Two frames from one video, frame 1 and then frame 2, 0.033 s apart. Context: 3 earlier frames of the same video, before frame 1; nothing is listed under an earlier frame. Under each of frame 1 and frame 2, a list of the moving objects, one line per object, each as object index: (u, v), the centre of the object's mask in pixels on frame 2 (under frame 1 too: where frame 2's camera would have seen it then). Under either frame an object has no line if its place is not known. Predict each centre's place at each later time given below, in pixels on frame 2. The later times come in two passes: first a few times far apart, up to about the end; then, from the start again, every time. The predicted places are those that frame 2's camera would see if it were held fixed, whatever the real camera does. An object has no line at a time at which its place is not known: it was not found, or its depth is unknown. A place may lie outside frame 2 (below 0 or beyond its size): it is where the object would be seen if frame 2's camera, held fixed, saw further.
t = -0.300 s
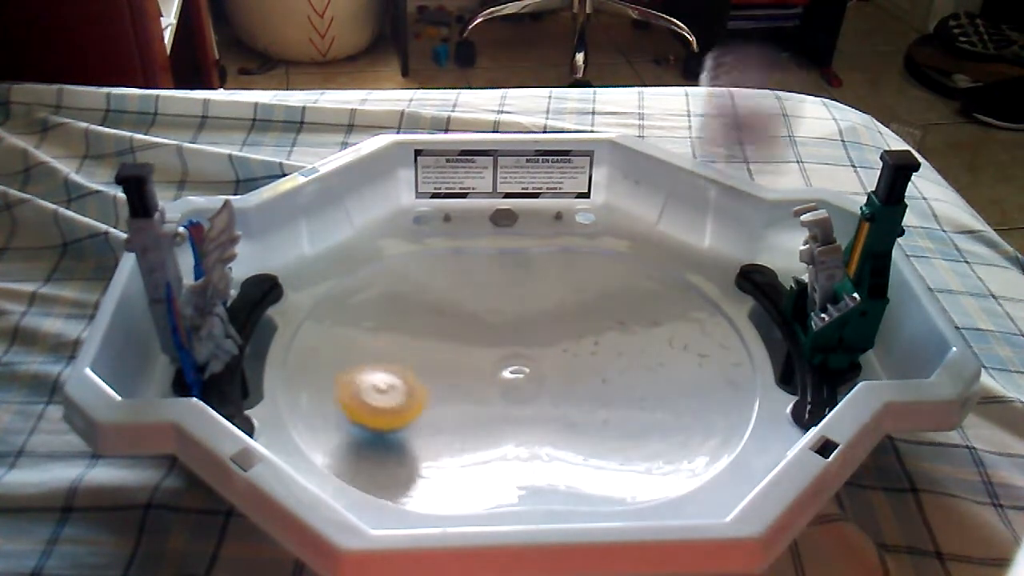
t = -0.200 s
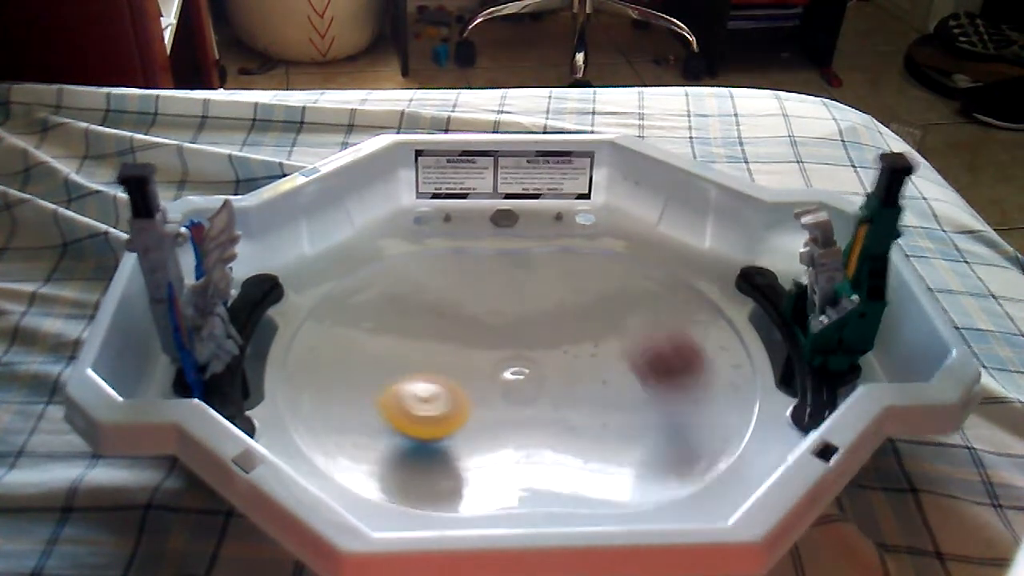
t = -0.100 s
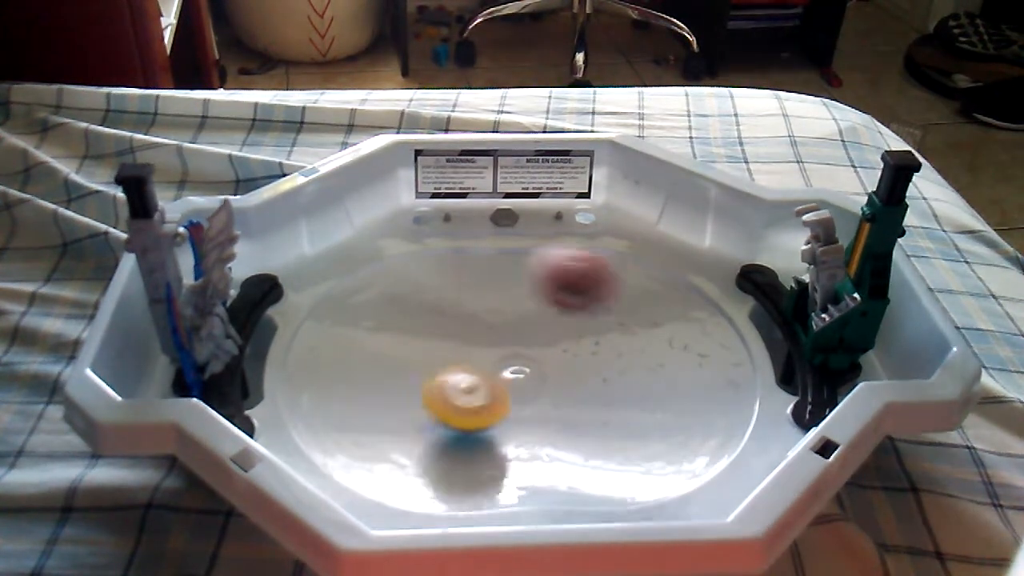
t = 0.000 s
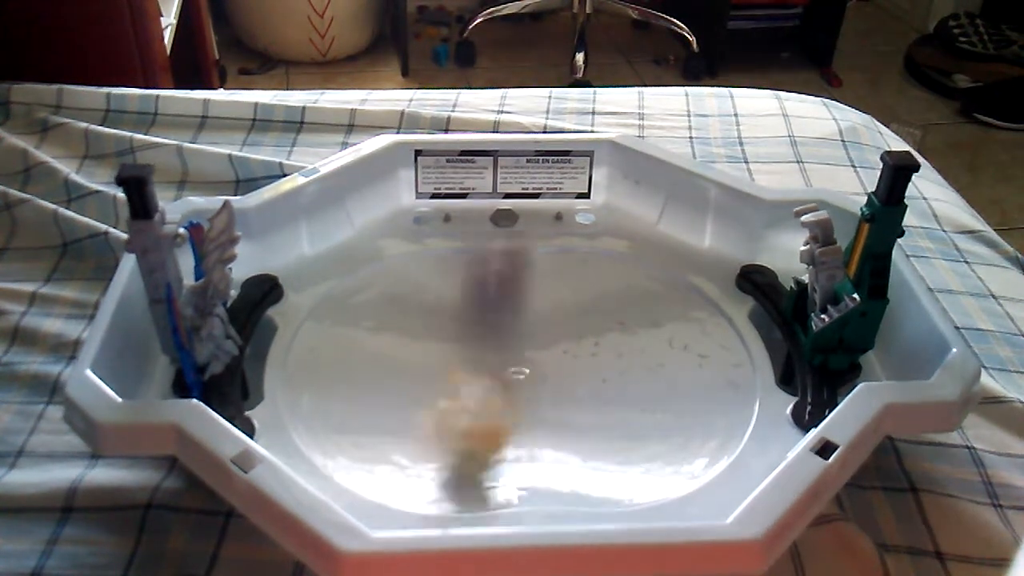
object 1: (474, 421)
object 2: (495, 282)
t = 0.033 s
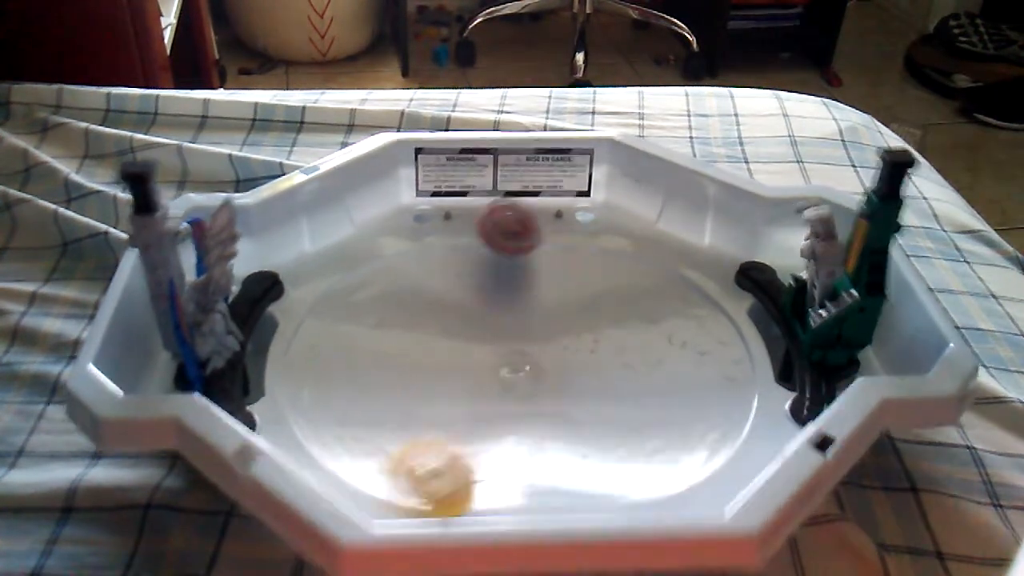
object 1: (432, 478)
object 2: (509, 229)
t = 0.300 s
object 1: (280, 376)
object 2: (590, 404)
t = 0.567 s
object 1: (378, 286)
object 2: (625, 443)
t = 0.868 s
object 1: (418, 252)
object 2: (612, 293)
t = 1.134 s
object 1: (442, 278)
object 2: (592, 267)
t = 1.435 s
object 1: (550, 308)
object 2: (597, 368)
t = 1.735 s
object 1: (654, 318)
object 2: (665, 424)
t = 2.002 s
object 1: (660, 331)
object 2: (639, 392)
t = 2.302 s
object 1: (622, 376)
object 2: (502, 406)
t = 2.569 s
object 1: (579, 417)
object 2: (446, 425)
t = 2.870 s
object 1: (545, 428)
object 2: (459, 453)
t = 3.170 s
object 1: (472, 375)
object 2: (481, 462)
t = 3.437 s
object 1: (395, 324)
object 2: (426, 416)
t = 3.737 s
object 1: (371, 329)
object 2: (309, 396)
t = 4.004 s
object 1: (437, 312)
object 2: (384, 417)
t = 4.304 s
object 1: (489, 304)
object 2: (379, 398)
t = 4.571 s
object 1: (545, 323)
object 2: (370, 348)
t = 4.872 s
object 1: (594, 365)
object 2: (389, 343)
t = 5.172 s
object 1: (605, 395)
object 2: (445, 294)
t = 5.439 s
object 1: (555, 402)
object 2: (434, 327)
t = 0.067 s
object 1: (393, 465)
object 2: (518, 231)
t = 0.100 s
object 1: (362, 423)
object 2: (526, 242)
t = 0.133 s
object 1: (335, 402)
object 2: (540, 274)
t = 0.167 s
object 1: (304, 393)
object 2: (550, 316)
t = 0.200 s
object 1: (277, 400)
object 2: (561, 335)
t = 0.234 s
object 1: (265, 391)
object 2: (571, 363)
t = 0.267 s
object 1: (272, 375)
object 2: (581, 384)
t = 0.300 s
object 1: (280, 376)
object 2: (590, 404)
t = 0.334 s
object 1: (290, 370)
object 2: (597, 421)
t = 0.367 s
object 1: (303, 354)
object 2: (604, 436)
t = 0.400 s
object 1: (317, 344)
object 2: (610, 452)
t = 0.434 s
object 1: (333, 327)
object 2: (616, 457)
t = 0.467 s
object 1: (345, 314)
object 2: (620, 458)
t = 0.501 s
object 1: (358, 304)
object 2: (622, 457)
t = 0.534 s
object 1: (368, 295)
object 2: (623, 452)
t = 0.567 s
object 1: (378, 286)
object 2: (625, 443)
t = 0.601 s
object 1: (386, 278)
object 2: (625, 429)
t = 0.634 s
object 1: (393, 272)
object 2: (624, 411)
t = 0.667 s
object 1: (398, 266)
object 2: (624, 395)
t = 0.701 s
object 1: (404, 260)
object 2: (622, 378)
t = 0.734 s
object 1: (408, 257)
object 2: (621, 363)
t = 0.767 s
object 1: (411, 254)
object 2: (618, 344)
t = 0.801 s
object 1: (414, 253)
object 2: (615, 327)
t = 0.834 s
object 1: (416, 252)
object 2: (613, 309)
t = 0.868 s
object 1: (418, 252)
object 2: (612, 293)
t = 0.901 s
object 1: (420, 253)
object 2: (612, 278)
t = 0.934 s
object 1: (422, 254)
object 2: (611, 264)
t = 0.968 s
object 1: (424, 257)
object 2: (612, 250)
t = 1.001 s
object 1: (426, 260)
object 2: (613, 238)
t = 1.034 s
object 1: (429, 264)
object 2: (610, 239)
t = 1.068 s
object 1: (433, 269)
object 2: (604, 248)
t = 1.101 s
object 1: (437, 274)
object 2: (597, 257)
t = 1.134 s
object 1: (442, 278)
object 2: (592, 267)
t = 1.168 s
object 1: (450, 282)
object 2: (587, 276)
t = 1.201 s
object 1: (459, 287)
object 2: (583, 287)
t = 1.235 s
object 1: (469, 290)
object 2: (581, 298)
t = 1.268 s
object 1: (481, 294)
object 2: (579, 309)
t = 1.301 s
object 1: (494, 297)
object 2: (579, 321)
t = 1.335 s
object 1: (508, 300)
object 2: (582, 332)
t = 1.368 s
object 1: (523, 303)
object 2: (584, 342)
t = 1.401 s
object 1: (537, 305)
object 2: (590, 355)
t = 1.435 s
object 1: (550, 308)
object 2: (597, 368)
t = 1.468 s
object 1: (563, 311)
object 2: (606, 379)
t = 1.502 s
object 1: (578, 314)
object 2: (615, 390)
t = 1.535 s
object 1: (591, 315)
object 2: (625, 399)
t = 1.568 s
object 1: (605, 316)
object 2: (635, 407)
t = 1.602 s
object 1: (618, 316)
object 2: (643, 413)
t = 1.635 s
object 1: (628, 316)
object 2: (650, 419)
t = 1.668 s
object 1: (639, 317)
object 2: (656, 422)
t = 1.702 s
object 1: (647, 318)
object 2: (661, 423)
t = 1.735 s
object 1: (654, 318)
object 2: (665, 424)
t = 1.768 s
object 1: (660, 319)
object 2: (667, 423)
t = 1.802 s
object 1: (662, 320)
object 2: (667, 420)
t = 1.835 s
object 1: (666, 321)
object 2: (666, 417)
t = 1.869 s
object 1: (668, 322)
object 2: (663, 413)
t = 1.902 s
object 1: (668, 324)
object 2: (659, 408)
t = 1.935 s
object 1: (666, 328)
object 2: (653, 401)
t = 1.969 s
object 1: (663, 330)
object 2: (647, 396)
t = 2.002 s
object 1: (660, 331)
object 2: (639, 392)
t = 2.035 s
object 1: (657, 333)
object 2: (627, 388)
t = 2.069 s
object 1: (656, 336)
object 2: (611, 388)
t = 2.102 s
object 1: (655, 341)
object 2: (593, 390)
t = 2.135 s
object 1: (652, 345)
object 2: (576, 391)
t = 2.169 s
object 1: (648, 351)
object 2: (558, 393)
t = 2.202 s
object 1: (641, 357)
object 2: (541, 395)
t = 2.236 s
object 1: (634, 364)
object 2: (527, 397)
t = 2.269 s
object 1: (628, 371)
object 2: (514, 400)
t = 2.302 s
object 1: (622, 376)
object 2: (502, 406)
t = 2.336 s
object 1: (615, 381)
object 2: (492, 408)
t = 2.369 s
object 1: (610, 388)
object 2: (482, 408)
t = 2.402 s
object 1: (604, 394)
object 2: (472, 412)
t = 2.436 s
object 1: (599, 400)
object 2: (464, 414)
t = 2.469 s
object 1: (594, 405)
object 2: (458, 417)
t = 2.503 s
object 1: (588, 409)
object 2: (452, 420)
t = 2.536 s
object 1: (584, 413)
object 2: (448, 423)
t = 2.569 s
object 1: (579, 417)
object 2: (446, 425)
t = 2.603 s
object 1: (573, 420)
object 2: (444, 429)
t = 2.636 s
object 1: (569, 423)
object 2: (443, 433)
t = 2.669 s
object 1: (566, 425)
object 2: (443, 435)
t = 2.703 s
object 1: (564, 426)
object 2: (445, 439)
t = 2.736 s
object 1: (560, 429)
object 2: (447, 442)
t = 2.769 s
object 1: (556, 430)
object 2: (449, 445)
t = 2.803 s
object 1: (553, 430)
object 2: (452, 448)
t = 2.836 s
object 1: (549, 429)
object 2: (455, 451)
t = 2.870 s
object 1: (545, 428)
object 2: (459, 453)
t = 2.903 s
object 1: (541, 427)
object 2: (462, 456)
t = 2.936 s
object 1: (535, 424)
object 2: (466, 457)
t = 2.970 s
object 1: (528, 420)
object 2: (468, 460)
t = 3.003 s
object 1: (519, 413)
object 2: (468, 464)
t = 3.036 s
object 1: (511, 406)
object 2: (468, 467)
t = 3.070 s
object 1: (502, 398)
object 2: (469, 469)
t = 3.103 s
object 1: (492, 389)
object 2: (472, 468)
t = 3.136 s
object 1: (483, 382)
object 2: (476, 466)
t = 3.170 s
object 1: (472, 375)
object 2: (481, 462)
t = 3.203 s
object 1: (461, 367)
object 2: (484, 458)
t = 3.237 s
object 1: (449, 358)
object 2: (486, 453)
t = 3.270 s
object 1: (438, 351)
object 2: (484, 448)
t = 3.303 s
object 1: (428, 344)
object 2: (477, 441)
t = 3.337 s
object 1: (420, 337)
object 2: (468, 435)
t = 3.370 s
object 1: (411, 331)
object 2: (456, 428)
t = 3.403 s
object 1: (403, 328)
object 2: (442, 422)
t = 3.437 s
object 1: (395, 324)
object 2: (426, 416)
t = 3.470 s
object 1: (389, 321)
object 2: (410, 411)
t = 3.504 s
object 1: (383, 321)
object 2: (394, 405)
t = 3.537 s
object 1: (376, 319)
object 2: (377, 402)
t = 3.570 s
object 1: (372, 318)
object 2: (362, 398)
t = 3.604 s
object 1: (369, 318)
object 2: (346, 396)
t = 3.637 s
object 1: (367, 321)
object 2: (331, 395)
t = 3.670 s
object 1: (368, 322)
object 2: (317, 396)
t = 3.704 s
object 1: (368, 325)
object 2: (304, 396)
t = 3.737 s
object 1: (371, 329)
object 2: (309, 396)
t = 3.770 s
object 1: (374, 332)
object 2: (324, 396)
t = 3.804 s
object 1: (378, 334)
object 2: (340, 394)
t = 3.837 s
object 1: (383, 335)
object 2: (354, 392)
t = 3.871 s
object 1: (388, 336)
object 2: (369, 391)
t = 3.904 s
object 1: (400, 331)
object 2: (375, 397)
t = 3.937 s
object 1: (413, 324)
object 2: (380, 406)
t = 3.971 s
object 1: (426, 317)
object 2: (383, 413)
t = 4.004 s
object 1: (437, 312)
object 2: (384, 417)
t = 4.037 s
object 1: (445, 307)
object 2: (383, 418)
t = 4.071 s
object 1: (453, 303)
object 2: (380, 417)
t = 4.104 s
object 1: (459, 301)
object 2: (376, 415)
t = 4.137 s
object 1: (466, 299)
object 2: (373, 413)
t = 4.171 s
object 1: (472, 299)
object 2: (372, 411)
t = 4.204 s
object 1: (477, 299)
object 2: (372, 409)
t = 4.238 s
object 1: (481, 300)
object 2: (374, 407)
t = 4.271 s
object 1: (486, 302)
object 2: (377, 403)
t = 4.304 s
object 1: (489, 304)
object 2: (379, 398)
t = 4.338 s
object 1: (495, 305)
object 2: (381, 392)
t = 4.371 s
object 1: (499, 306)
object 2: (383, 386)
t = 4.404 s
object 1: (505, 308)
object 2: (384, 380)
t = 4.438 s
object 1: (511, 310)
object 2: (383, 373)
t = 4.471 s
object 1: (520, 312)
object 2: (382, 366)
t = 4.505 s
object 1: (528, 315)
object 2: (379, 360)
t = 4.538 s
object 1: (537, 319)
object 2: (375, 354)
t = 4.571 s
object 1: (545, 323)
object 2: (370, 348)
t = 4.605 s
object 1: (553, 329)
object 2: (366, 345)
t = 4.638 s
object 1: (561, 334)
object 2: (363, 342)
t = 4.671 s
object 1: (568, 339)
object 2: (361, 341)
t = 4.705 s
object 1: (573, 344)
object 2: (360, 340)
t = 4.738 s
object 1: (579, 348)
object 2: (362, 341)
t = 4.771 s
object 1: (582, 354)
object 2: (365, 342)
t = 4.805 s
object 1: (586, 358)
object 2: (371, 343)
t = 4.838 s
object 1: (590, 362)
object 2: (380, 344)
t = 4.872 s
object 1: (594, 365)
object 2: (389, 343)
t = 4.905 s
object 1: (598, 368)
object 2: (399, 342)
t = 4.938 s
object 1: (602, 372)
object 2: (411, 338)
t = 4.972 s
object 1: (604, 374)
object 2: (421, 334)
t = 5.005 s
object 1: (608, 380)
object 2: (430, 328)
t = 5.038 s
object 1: (608, 384)
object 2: (438, 321)
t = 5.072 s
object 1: (609, 386)
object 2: (444, 314)
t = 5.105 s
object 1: (609, 389)
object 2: (447, 306)
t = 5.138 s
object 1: (608, 392)
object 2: (448, 300)
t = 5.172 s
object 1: (605, 395)
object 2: (445, 294)
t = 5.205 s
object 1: (601, 397)
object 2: (439, 289)
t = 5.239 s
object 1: (597, 399)
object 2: (431, 285)
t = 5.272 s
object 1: (591, 401)
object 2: (423, 285)
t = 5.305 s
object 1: (586, 402)
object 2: (418, 290)
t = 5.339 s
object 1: (578, 403)
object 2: (415, 298)
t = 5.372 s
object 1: (571, 403)
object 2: (417, 306)
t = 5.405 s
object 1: (563, 403)
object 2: (424, 318)
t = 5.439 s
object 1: (555, 402)
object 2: (434, 327)
